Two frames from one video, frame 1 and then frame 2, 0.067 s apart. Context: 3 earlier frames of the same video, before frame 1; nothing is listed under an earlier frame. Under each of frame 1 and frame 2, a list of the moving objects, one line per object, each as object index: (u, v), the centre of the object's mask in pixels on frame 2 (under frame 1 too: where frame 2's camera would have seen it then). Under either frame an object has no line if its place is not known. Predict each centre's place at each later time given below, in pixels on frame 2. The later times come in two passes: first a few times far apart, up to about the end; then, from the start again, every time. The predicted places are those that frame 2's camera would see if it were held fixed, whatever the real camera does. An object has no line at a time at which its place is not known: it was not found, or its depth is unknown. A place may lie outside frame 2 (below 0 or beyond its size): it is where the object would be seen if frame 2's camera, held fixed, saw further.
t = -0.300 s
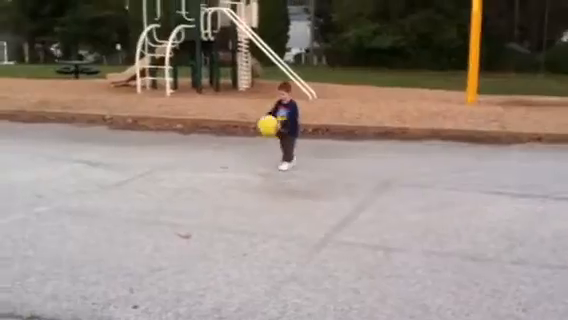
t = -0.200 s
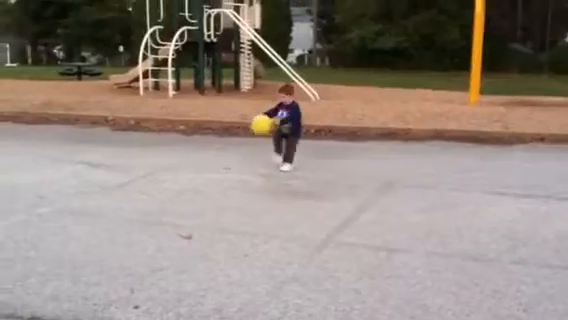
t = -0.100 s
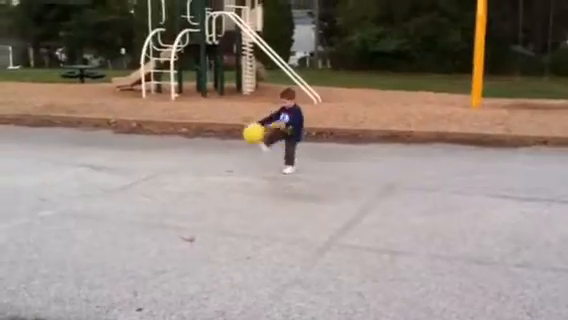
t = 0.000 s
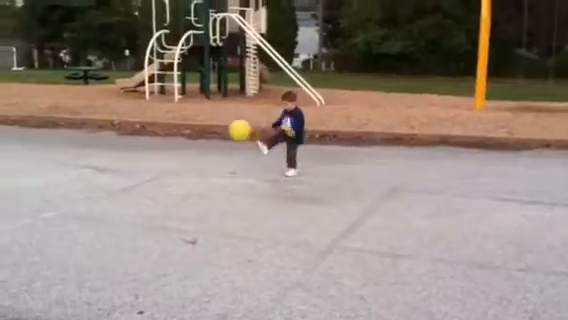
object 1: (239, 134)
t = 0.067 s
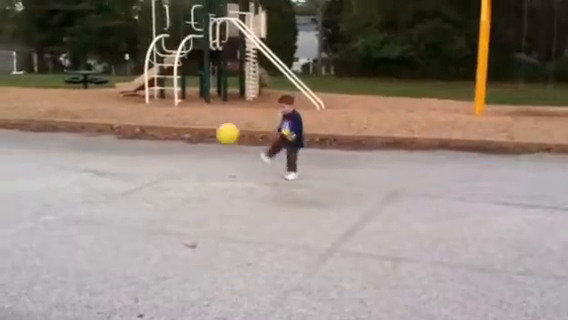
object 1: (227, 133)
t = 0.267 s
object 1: (191, 161)
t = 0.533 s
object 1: (147, 165)
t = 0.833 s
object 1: (104, 195)
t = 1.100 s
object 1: (63, 191)
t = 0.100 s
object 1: (222, 135)
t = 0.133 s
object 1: (215, 138)
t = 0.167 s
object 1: (209, 142)
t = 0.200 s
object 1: (204, 147)
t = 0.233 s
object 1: (196, 153)
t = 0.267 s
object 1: (191, 161)
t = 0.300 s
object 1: (184, 168)
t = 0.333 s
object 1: (177, 178)
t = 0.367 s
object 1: (172, 185)
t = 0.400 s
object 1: (167, 180)
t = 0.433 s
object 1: (162, 174)
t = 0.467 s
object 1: (158, 170)
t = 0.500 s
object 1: (153, 167)
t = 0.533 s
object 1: (147, 165)
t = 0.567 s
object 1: (142, 165)
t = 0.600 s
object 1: (138, 165)
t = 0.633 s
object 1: (135, 166)
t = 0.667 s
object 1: (129, 169)
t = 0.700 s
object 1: (123, 173)
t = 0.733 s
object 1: (119, 178)
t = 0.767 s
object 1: (114, 185)
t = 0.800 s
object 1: (109, 193)
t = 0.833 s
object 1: (104, 195)
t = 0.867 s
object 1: (99, 190)
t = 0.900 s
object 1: (95, 187)
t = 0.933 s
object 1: (89, 184)
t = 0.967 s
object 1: (84, 183)
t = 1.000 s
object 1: (77, 183)
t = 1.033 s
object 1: (74, 184)
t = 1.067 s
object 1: (70, 185)
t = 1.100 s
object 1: (63, 191)
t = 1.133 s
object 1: (57, 198)
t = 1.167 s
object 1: (51, 202)
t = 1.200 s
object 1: (46, 200)
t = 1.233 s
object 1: (41, 194)
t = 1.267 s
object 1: (37, 194)
